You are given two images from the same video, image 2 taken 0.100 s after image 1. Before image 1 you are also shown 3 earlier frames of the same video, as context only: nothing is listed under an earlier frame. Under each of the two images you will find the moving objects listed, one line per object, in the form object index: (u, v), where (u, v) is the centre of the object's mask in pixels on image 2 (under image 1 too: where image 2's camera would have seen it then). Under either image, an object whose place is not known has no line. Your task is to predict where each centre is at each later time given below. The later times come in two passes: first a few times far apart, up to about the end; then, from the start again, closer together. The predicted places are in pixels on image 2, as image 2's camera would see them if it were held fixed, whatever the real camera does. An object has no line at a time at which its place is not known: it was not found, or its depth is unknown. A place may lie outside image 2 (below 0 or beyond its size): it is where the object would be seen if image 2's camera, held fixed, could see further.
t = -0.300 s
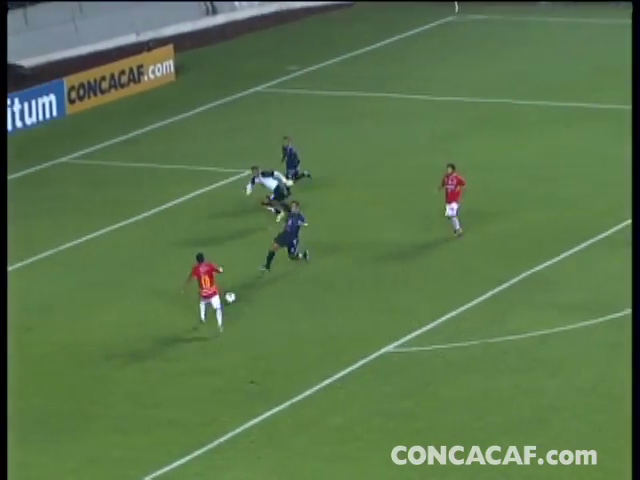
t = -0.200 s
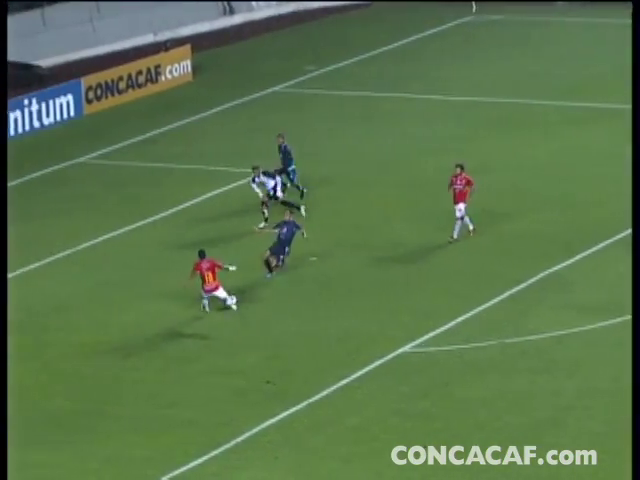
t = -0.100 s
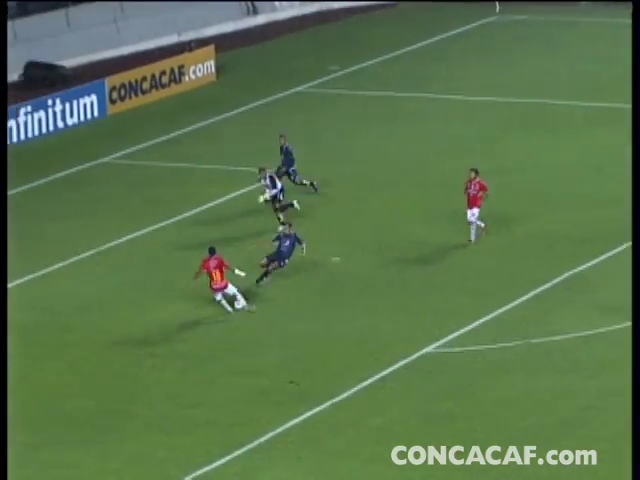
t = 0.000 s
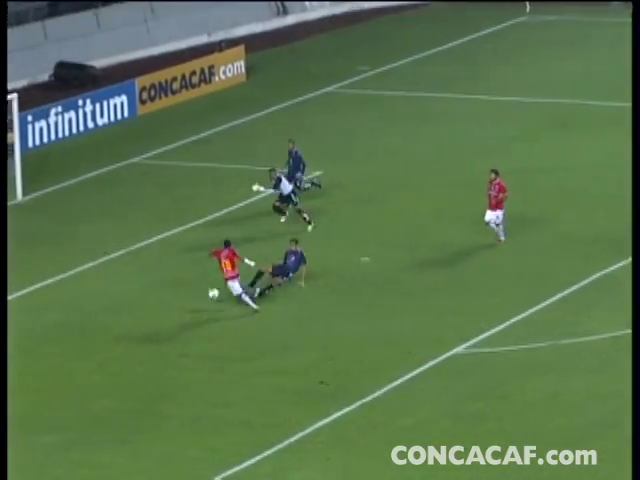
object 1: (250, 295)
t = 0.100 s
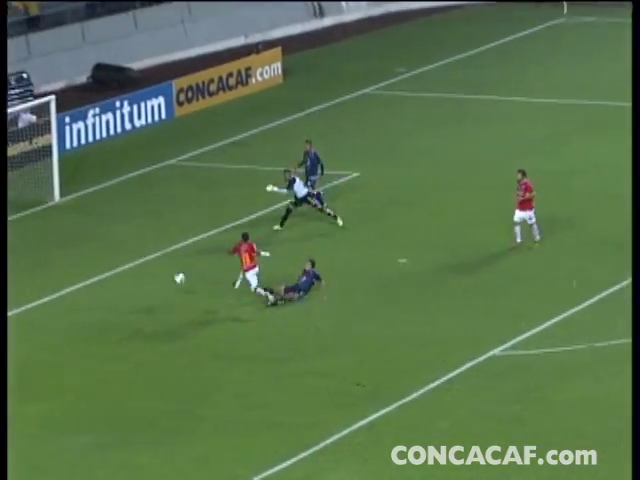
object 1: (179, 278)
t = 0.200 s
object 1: (111, 267)
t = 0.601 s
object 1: (-148, 279)
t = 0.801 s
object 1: (-253, 263)
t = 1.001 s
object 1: (-278, 262)
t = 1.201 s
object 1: (-211, 268)
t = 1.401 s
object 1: (-159, 258)
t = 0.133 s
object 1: (156, 274)
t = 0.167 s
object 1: (134, 270)
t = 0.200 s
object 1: (111, 267)
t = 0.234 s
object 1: (88, 265)
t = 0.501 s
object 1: (-86, 271)
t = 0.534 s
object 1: (-107, 274)
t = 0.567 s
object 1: (-127, 278)
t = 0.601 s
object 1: (-148, 279)
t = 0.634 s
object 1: (-165, 274)
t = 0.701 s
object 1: (-201, 269)
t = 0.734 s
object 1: (-219, 266)
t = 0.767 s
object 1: (-237, 265)
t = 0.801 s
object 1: (-253, 263)
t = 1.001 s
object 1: (-278, 262)
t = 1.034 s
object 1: (-267, 262)
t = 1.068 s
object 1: (-256, 263)
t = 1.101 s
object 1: (-244, 263)
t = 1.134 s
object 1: (-233, 264)
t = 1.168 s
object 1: (-222, 266)
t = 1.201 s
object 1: (-211, 268)
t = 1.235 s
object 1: (-202, 266)
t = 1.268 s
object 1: (-193, 263)
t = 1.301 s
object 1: (-185, 261)
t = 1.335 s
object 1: (-176, 260)
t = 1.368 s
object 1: (-167, 258)
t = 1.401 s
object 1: (-159, 258)
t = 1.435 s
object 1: (-151, 258)
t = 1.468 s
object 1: (-142, 258)
